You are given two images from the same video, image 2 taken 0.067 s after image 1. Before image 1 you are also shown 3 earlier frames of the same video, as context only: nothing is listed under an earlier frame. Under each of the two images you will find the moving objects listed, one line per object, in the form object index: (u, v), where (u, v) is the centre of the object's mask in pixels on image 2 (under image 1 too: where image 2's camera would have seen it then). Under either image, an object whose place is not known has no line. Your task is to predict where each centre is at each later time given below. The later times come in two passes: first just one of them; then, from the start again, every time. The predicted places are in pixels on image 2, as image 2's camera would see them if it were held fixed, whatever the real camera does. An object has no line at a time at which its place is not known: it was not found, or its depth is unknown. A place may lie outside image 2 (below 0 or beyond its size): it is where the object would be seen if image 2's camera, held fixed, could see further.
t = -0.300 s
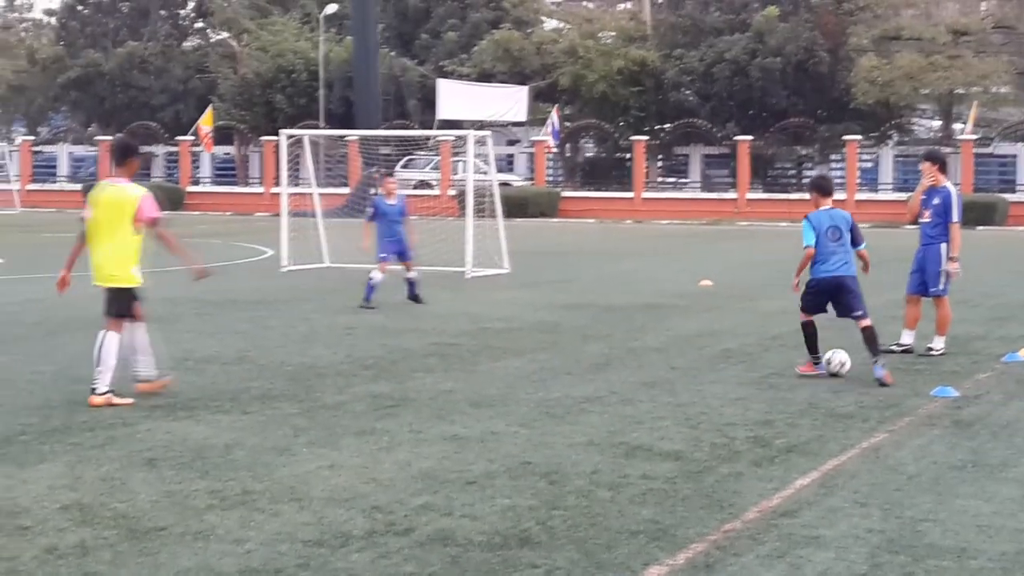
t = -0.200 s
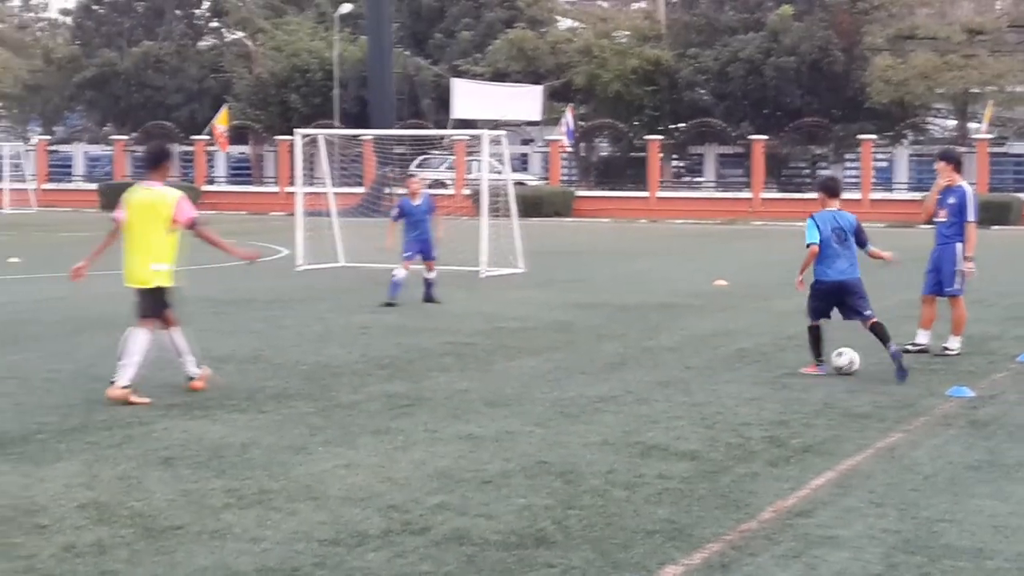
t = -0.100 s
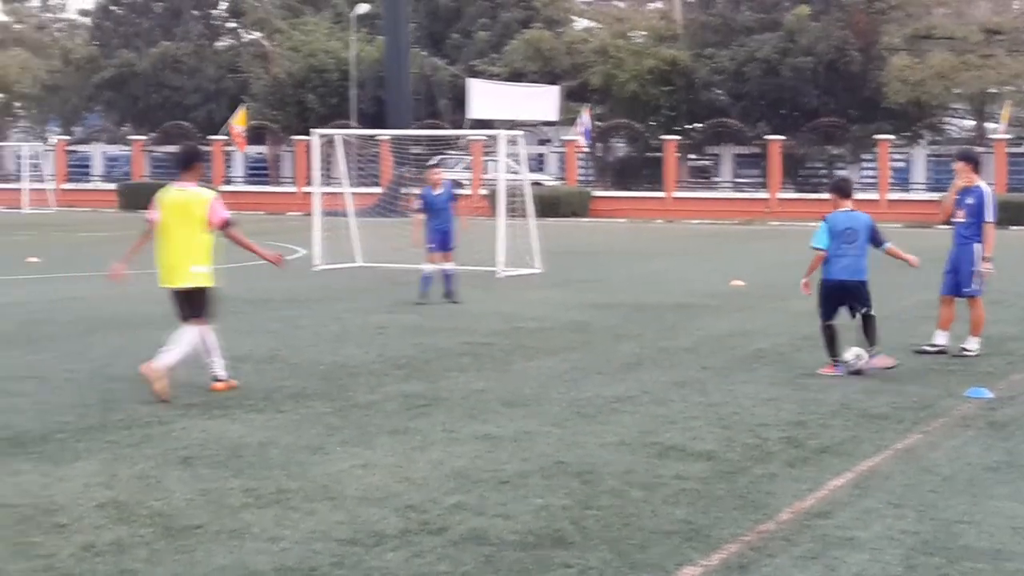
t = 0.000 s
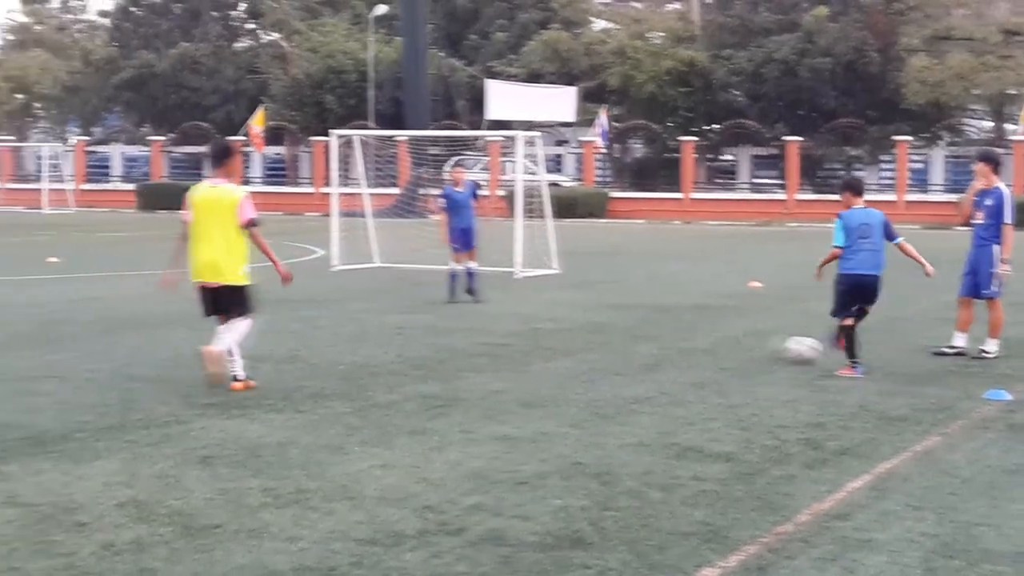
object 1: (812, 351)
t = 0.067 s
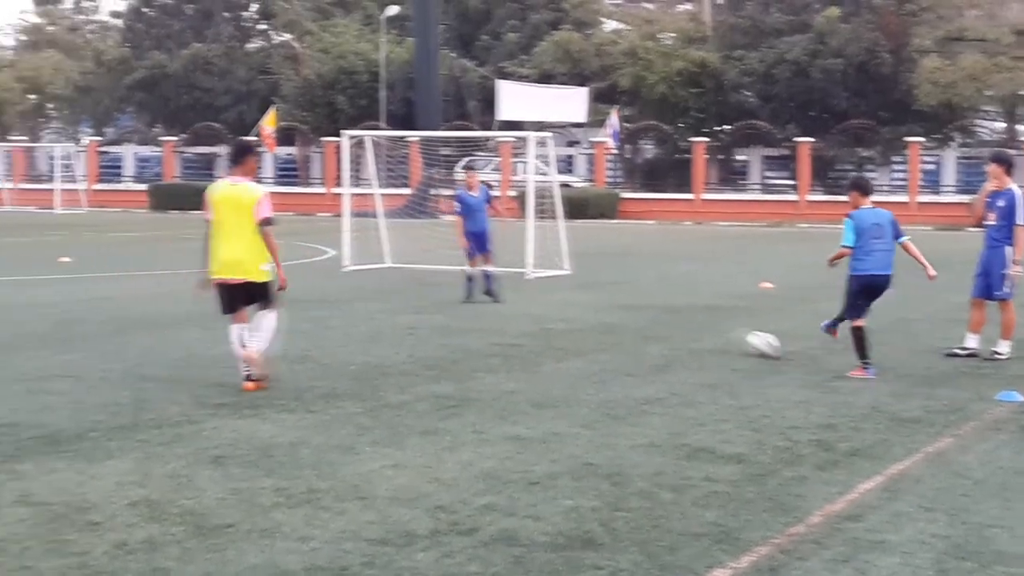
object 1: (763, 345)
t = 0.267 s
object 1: (644, 325)
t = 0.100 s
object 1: (739, 340)
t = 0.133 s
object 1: (717, 337)
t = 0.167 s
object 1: (696, 334)
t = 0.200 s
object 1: (677, 330)
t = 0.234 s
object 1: (660, 327)
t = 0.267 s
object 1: (644, 325)
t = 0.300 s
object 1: (628, 323)
